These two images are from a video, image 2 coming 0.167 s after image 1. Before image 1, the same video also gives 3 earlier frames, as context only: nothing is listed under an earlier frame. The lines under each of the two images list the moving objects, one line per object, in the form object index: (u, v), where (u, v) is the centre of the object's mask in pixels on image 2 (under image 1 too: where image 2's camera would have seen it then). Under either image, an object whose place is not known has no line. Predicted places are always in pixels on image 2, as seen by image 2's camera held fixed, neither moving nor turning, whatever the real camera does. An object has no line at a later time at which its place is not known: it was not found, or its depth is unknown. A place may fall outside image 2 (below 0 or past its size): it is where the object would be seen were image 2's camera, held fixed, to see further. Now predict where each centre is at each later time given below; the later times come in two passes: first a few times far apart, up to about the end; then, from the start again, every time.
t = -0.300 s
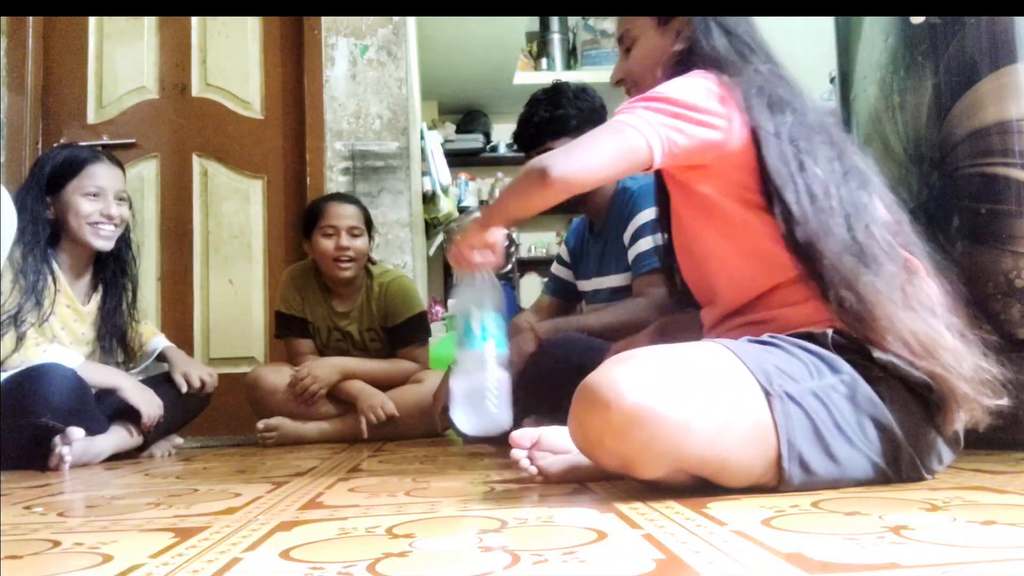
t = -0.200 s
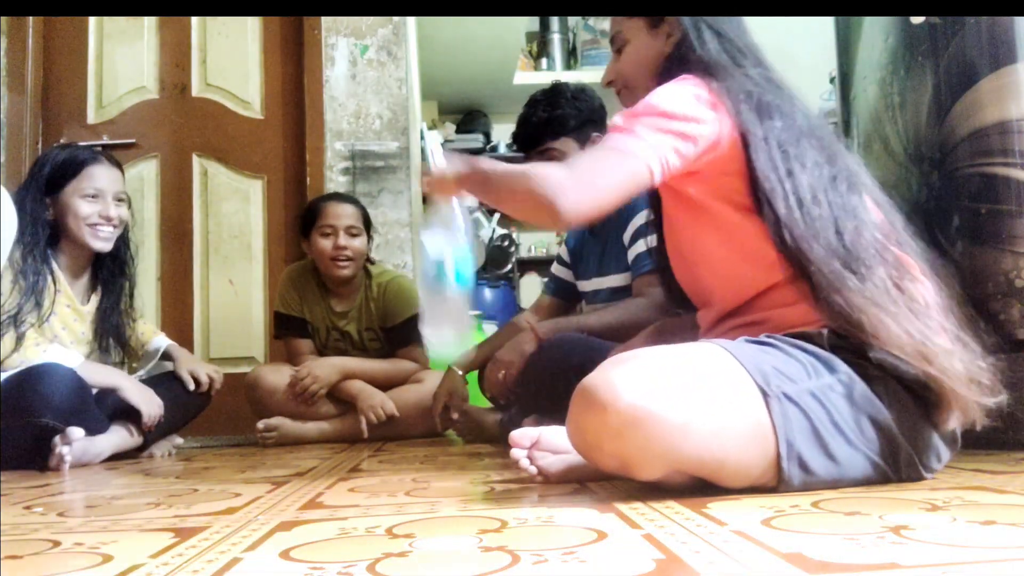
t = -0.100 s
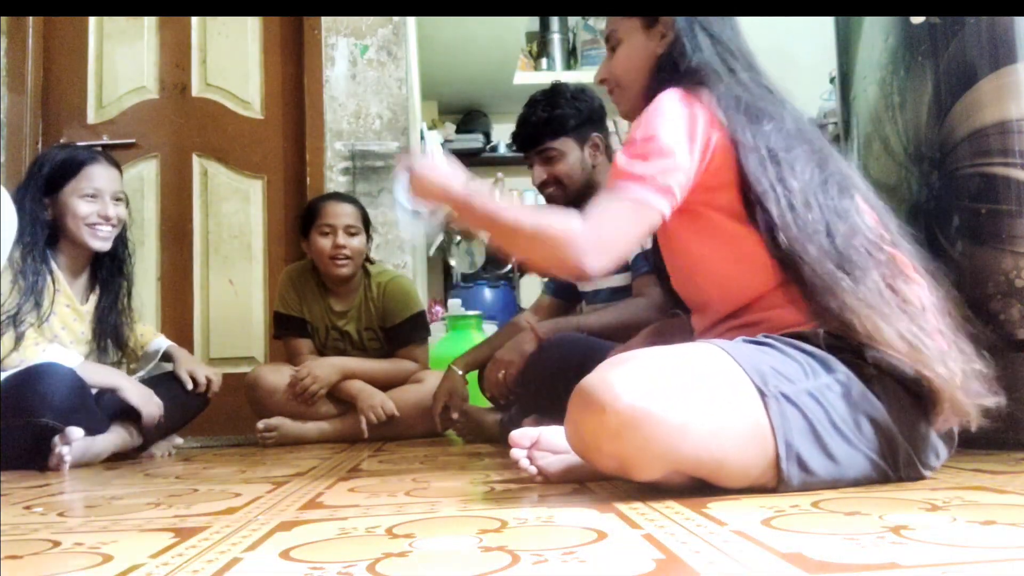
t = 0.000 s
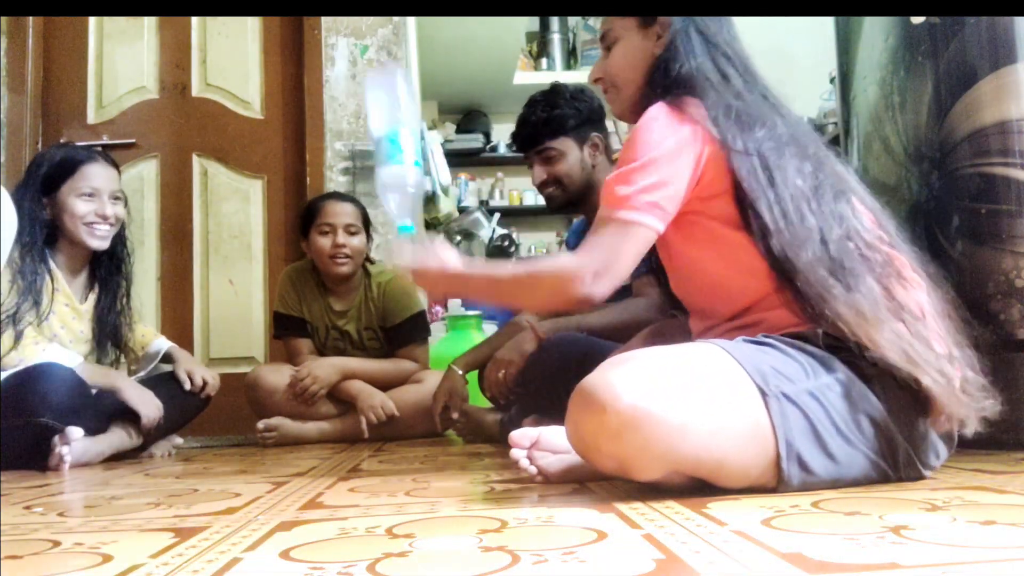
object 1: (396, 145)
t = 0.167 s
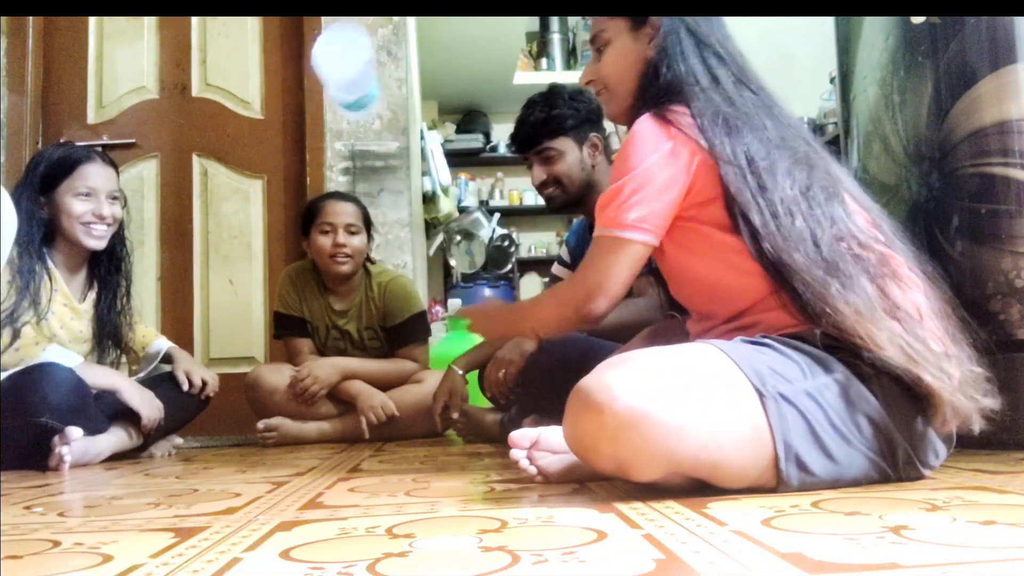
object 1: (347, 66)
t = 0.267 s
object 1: (318, 134)
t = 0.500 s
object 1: (268, 418)
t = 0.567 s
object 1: (254, 435)
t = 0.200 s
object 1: (337, 77)
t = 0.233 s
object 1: (326, 101)
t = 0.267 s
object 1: (318, 134)
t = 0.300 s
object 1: (310, 173)
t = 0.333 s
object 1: (303, 220)
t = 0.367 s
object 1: (295, 274)
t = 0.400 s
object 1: (285, 342)
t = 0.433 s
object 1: (278, 395)
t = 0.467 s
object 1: (273, 413)
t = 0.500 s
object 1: (268, 418)
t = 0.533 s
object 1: (261, 425)
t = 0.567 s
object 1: (254, 435)
